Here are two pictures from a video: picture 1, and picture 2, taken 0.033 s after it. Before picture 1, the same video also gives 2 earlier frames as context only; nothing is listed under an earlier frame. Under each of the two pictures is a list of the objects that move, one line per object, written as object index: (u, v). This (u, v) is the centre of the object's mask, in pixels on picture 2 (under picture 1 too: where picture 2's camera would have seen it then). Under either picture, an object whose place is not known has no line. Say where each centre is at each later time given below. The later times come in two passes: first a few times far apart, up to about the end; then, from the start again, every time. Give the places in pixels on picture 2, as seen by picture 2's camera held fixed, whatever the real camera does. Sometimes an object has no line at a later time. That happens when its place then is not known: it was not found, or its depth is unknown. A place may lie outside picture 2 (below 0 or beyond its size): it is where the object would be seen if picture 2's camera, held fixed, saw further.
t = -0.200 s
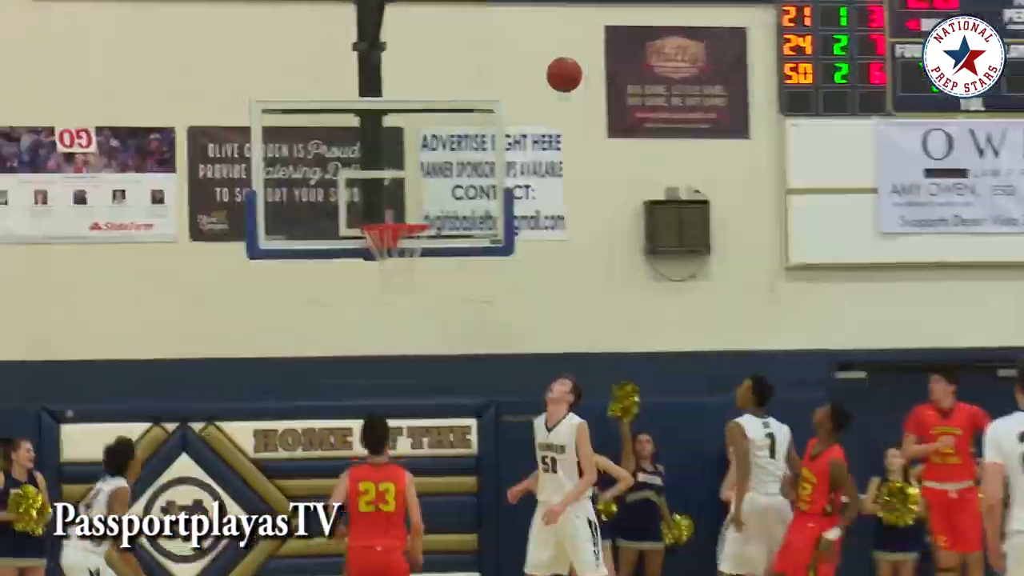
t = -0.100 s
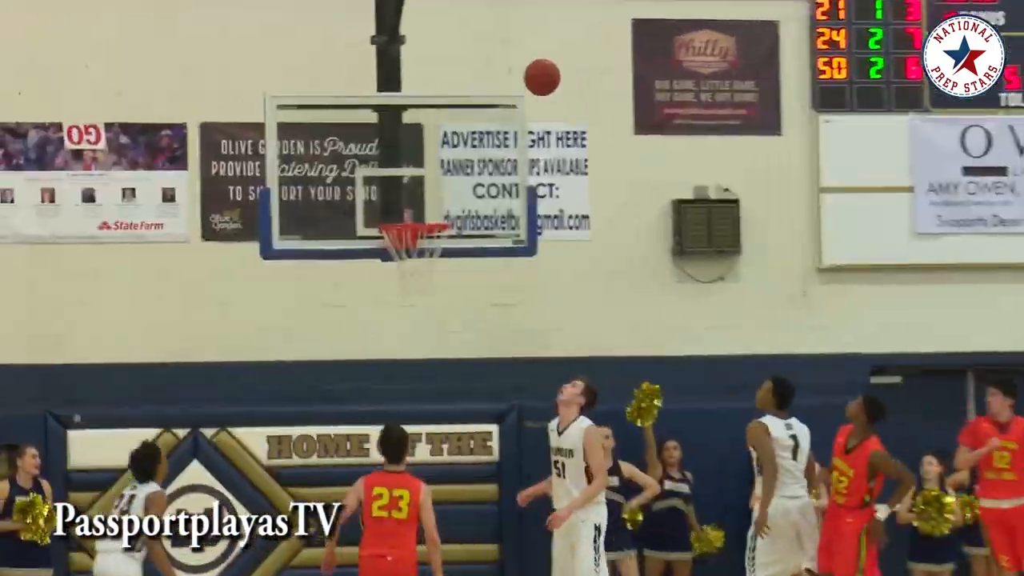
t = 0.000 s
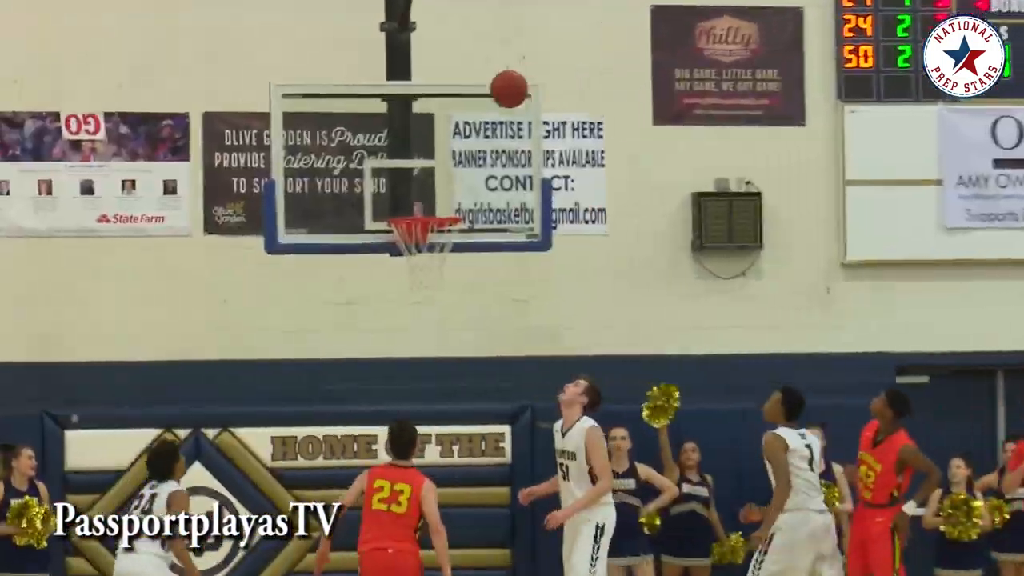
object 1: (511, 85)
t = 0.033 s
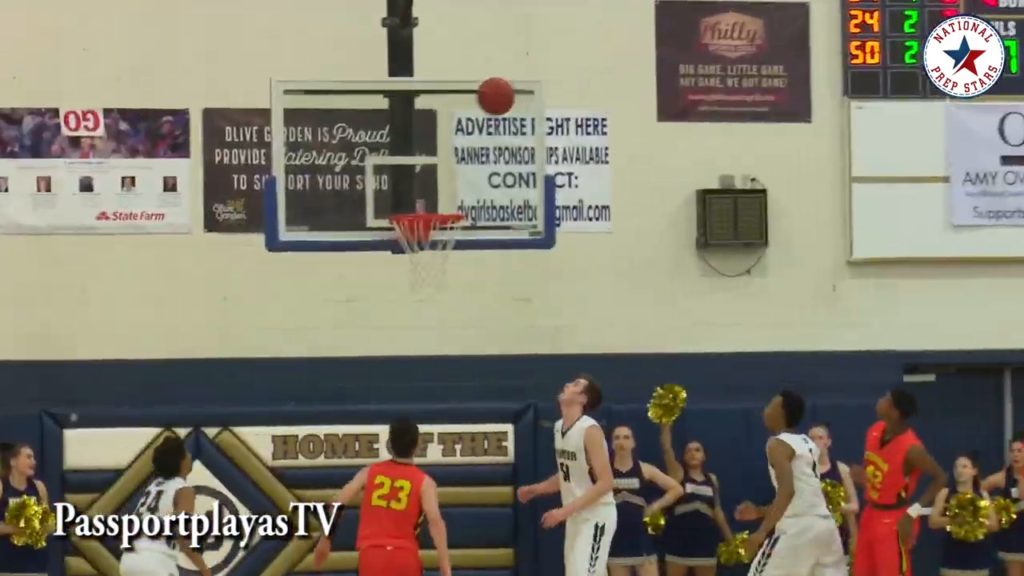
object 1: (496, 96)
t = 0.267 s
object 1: (403, 194)
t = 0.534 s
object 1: (465, 131)
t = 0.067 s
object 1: (480, 109)
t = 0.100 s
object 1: (464, 124)
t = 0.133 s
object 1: (448, 140)
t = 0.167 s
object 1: (432, 159)
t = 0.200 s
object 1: (417, 177)
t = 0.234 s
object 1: (402, 197)
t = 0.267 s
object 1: (403, 194)
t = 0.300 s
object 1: (412, 180)
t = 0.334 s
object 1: (418, 167)
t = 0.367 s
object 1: (427, 158)
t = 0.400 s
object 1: (435, 149)
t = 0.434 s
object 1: (442, 143)
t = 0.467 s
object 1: (450, 138)
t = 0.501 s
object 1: (458, 134)
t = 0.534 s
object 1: (465, 131)
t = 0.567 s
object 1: (473, 128)
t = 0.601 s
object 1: (480, 127)
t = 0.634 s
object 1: (487, 128)
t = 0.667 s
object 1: (494, 130)
